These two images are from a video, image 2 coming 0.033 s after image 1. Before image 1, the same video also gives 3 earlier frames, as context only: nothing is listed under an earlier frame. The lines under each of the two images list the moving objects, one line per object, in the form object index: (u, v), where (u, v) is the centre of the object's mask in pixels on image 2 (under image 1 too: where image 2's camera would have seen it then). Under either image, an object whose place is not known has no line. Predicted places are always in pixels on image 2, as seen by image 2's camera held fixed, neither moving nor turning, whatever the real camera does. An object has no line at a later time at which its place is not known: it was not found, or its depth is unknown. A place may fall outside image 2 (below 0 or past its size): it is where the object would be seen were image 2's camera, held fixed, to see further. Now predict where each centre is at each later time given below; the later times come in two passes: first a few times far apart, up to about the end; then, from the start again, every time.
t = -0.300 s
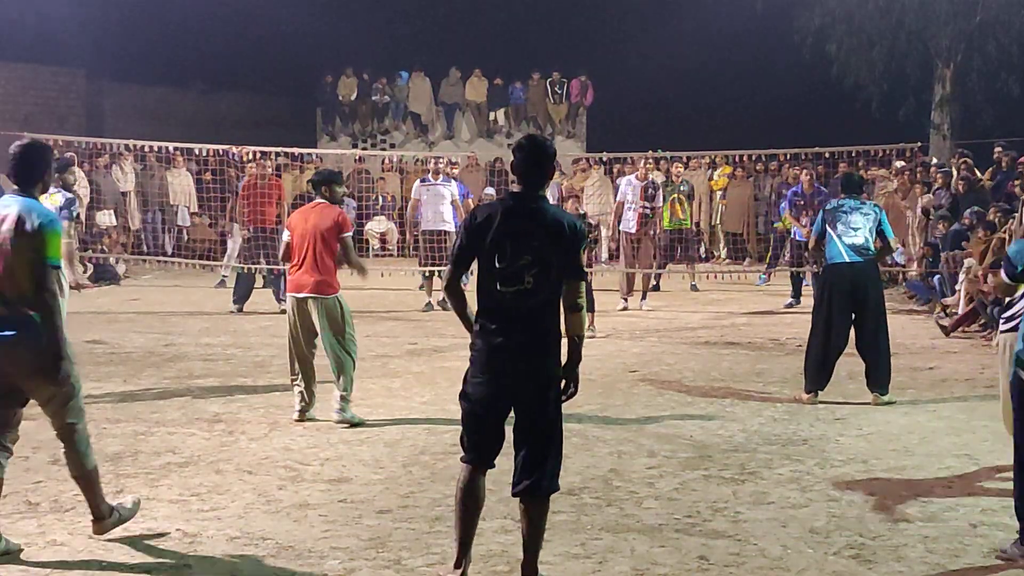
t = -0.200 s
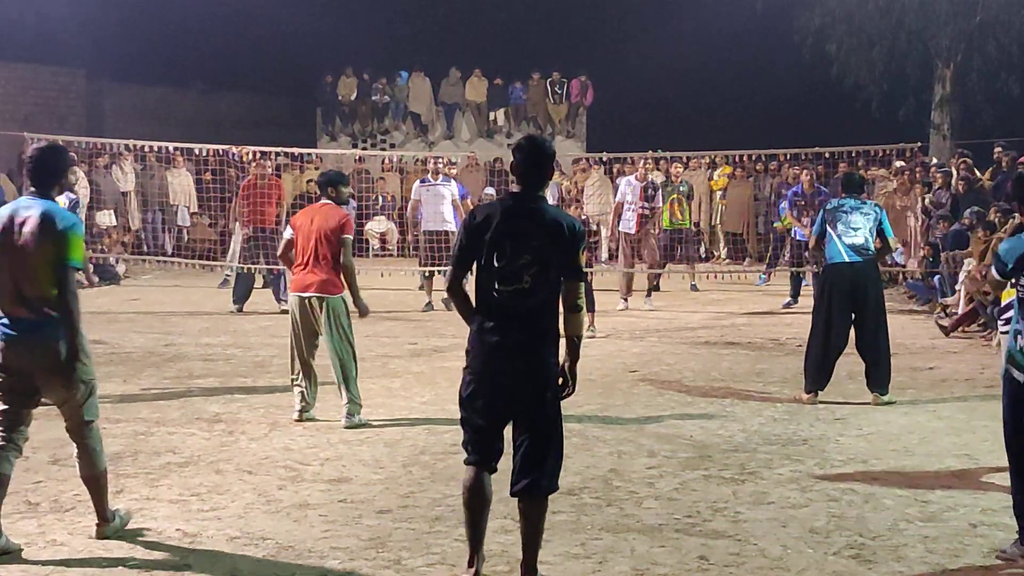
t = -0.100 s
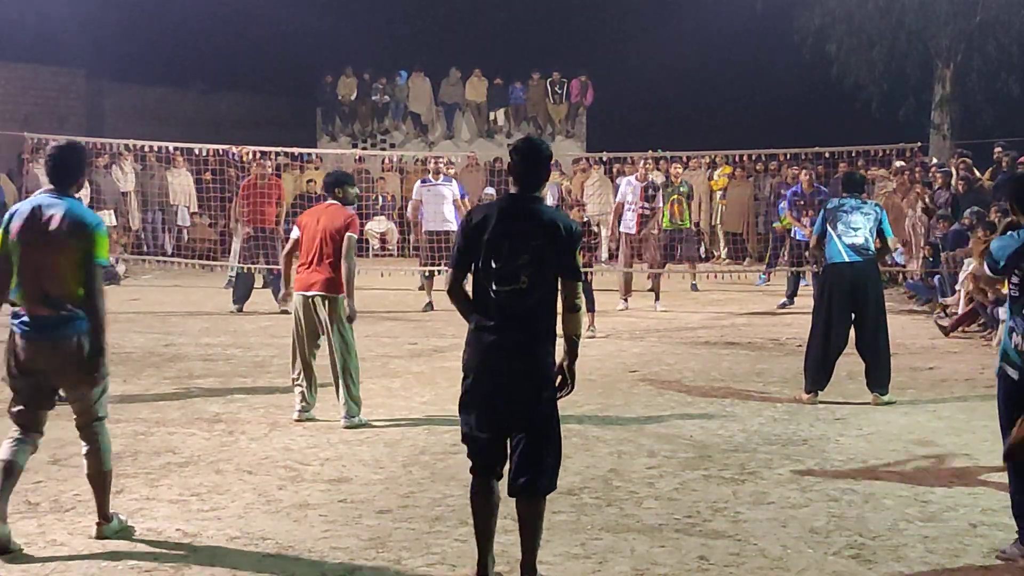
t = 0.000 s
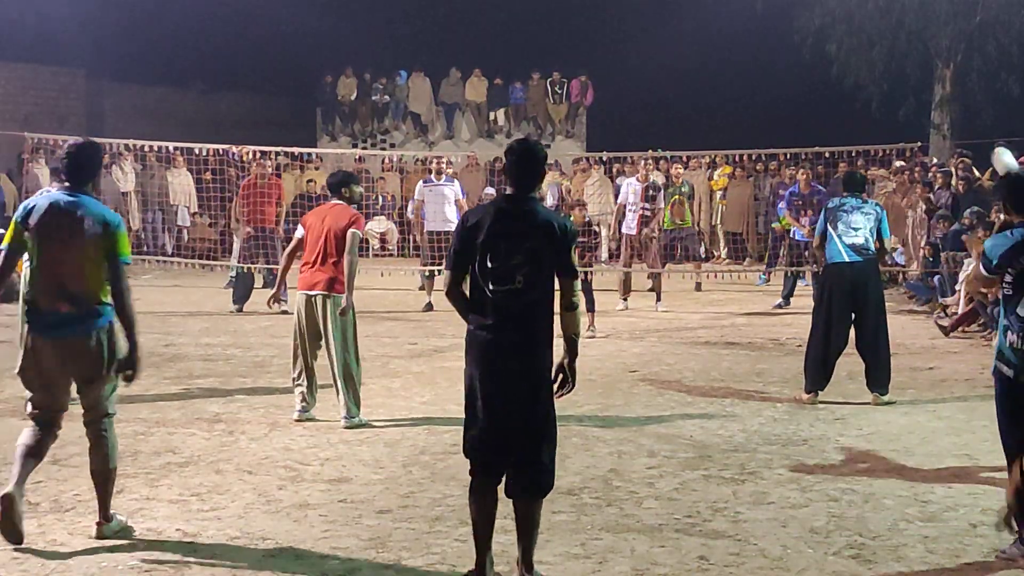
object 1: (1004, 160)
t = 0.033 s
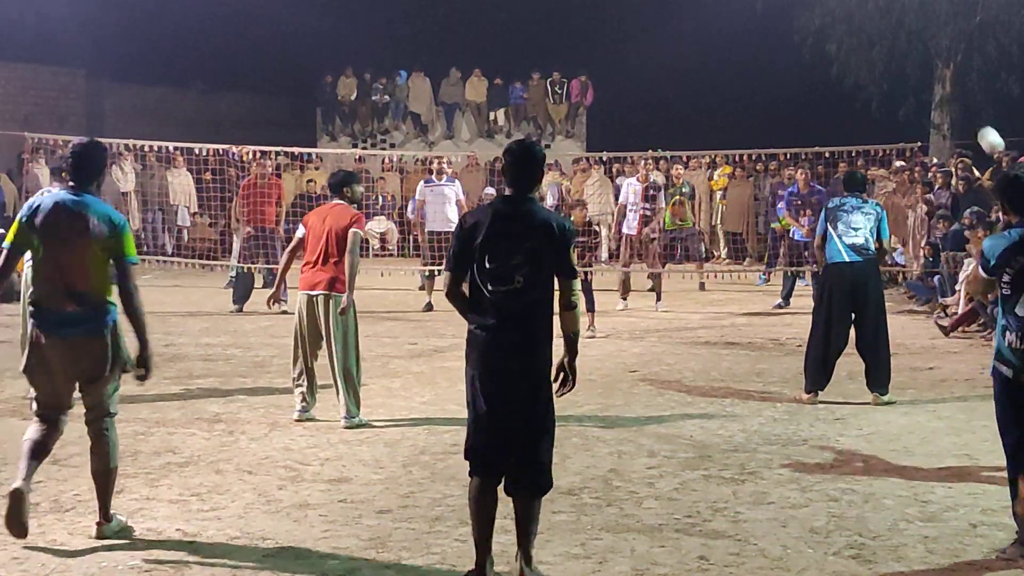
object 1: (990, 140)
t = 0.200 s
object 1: (932, 68)
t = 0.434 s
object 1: (871, 39)
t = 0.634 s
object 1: (833, 59)
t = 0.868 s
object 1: (800, 118)
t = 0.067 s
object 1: (978, 122)
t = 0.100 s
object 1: (965, 105)
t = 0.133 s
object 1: (953, 91)
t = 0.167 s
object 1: (943, 79)
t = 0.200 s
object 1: (932, 68)
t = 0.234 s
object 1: (922, 60)
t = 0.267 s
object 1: (913, 53)
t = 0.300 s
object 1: (904, 47)
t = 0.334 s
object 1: (895, 43)
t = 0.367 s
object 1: (887, 41)
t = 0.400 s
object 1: (879, 39)
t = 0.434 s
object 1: (871, 39)
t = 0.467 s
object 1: (863, 40)
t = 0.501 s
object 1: (857, 41)
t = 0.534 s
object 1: (850, 44)
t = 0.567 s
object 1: (844, 48)
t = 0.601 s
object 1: (838, 53)
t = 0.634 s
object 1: (833, 59)
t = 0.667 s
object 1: (828, 65)
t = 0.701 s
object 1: (822, 72)
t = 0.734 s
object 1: (818, 81)
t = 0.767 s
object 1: (813, 89)
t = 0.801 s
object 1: (808, 98)
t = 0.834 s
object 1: (804, 108)
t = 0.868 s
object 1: (800, 118)
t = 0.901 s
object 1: (797, 128)
